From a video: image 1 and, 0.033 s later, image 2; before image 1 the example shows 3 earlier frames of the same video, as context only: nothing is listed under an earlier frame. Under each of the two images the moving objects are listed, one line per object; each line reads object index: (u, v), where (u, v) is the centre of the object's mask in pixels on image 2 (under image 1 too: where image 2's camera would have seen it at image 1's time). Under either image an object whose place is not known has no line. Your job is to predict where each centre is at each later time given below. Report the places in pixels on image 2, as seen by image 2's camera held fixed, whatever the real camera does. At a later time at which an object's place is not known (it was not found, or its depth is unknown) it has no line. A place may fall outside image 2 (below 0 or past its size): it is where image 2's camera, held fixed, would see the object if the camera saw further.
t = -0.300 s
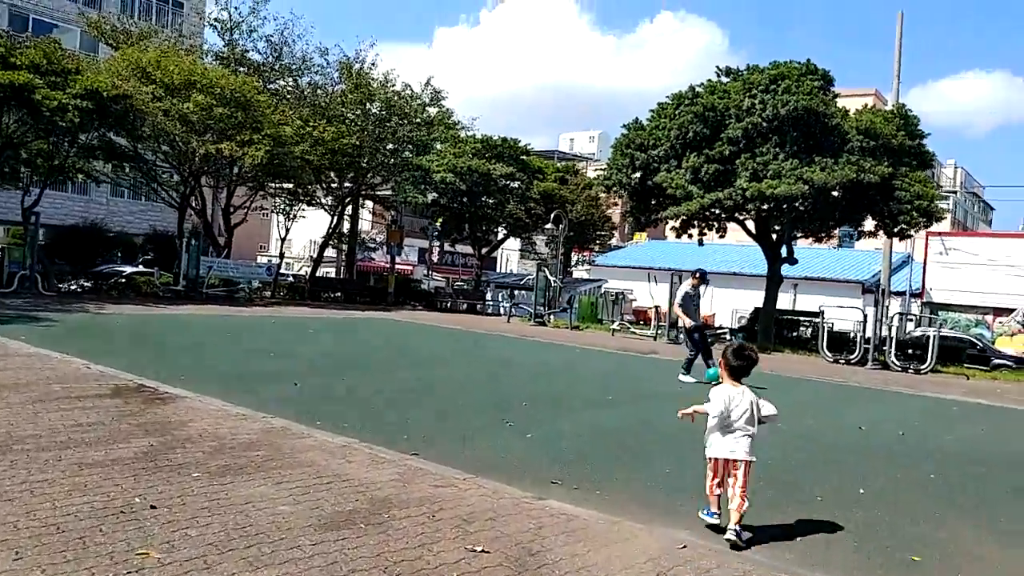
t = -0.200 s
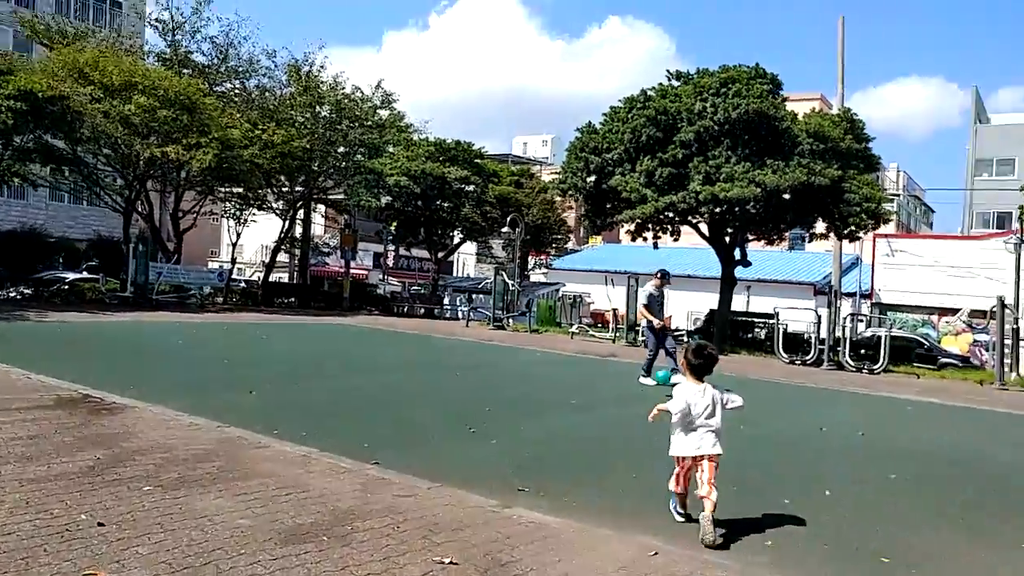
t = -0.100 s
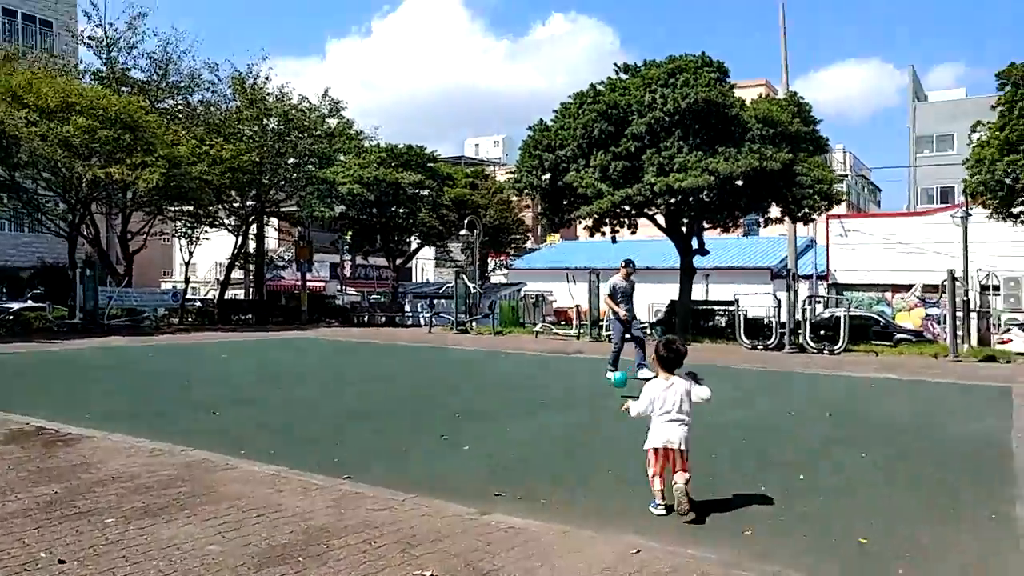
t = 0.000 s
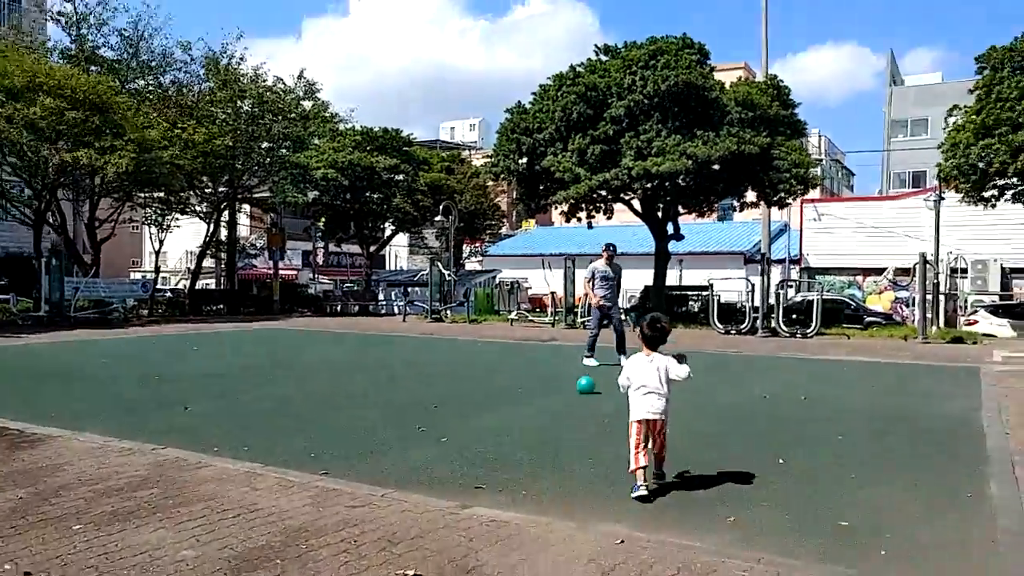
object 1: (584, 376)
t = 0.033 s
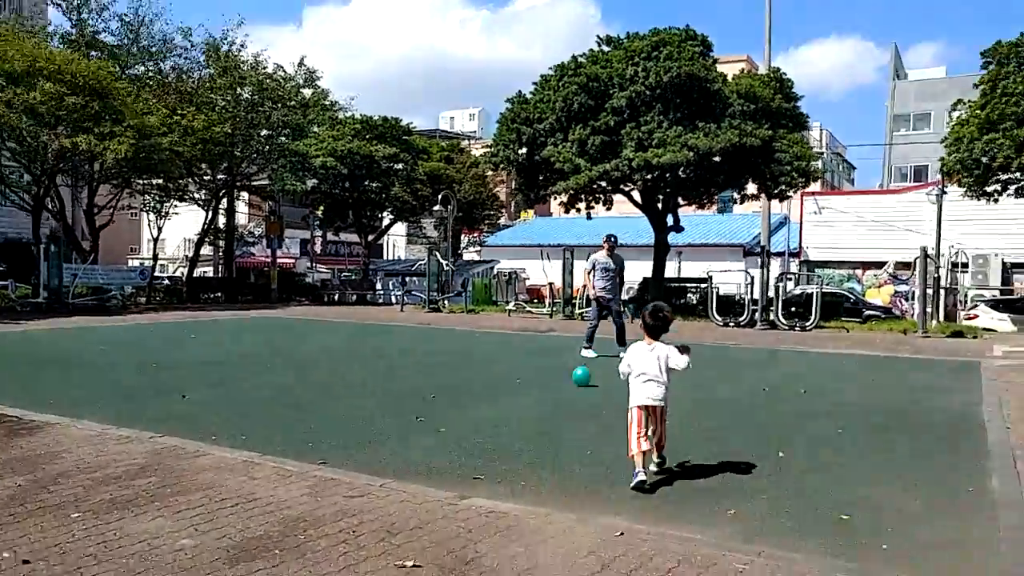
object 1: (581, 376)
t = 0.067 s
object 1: (578, 373)
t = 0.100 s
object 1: (576, 372)
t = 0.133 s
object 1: (574, 371)
